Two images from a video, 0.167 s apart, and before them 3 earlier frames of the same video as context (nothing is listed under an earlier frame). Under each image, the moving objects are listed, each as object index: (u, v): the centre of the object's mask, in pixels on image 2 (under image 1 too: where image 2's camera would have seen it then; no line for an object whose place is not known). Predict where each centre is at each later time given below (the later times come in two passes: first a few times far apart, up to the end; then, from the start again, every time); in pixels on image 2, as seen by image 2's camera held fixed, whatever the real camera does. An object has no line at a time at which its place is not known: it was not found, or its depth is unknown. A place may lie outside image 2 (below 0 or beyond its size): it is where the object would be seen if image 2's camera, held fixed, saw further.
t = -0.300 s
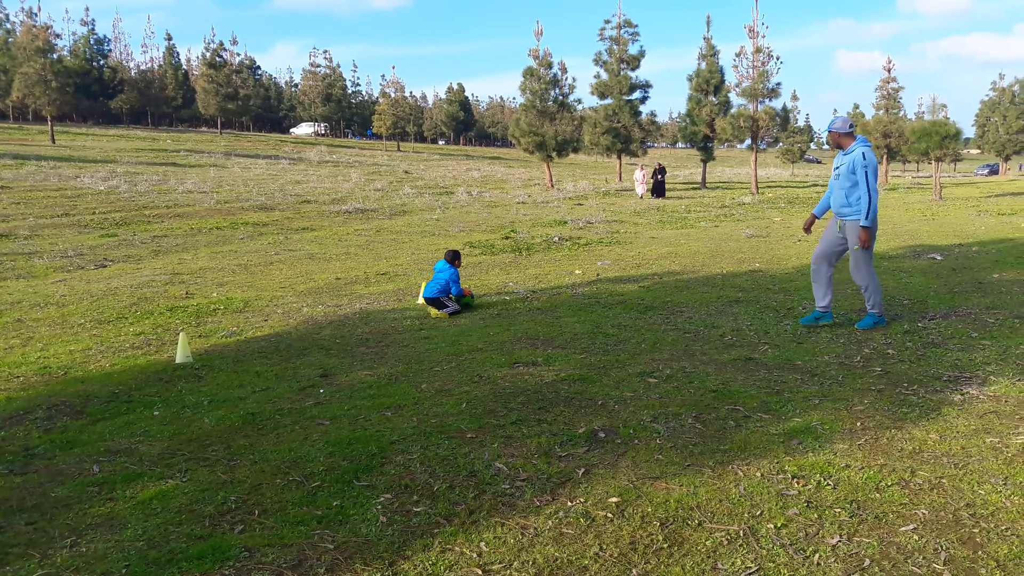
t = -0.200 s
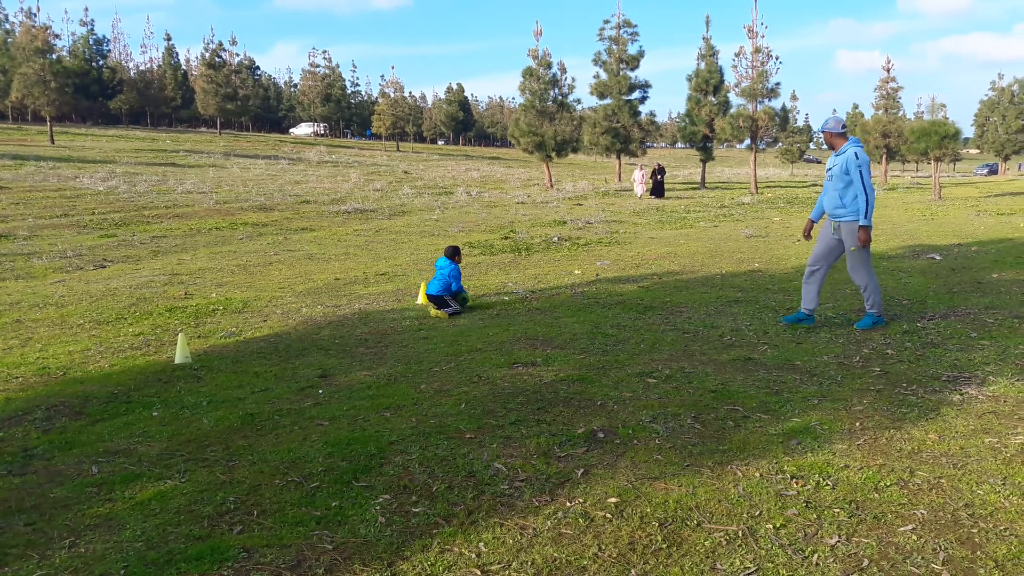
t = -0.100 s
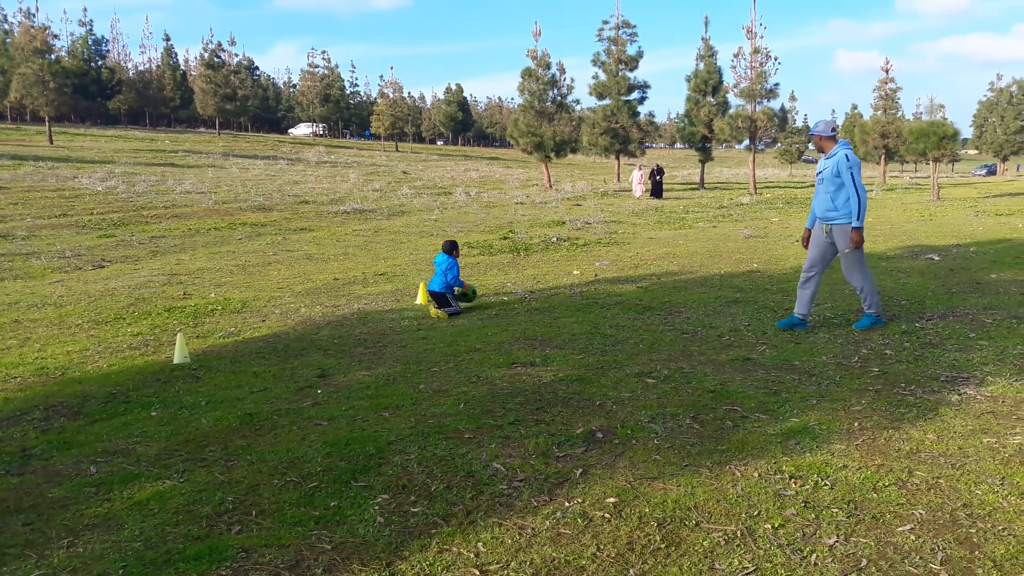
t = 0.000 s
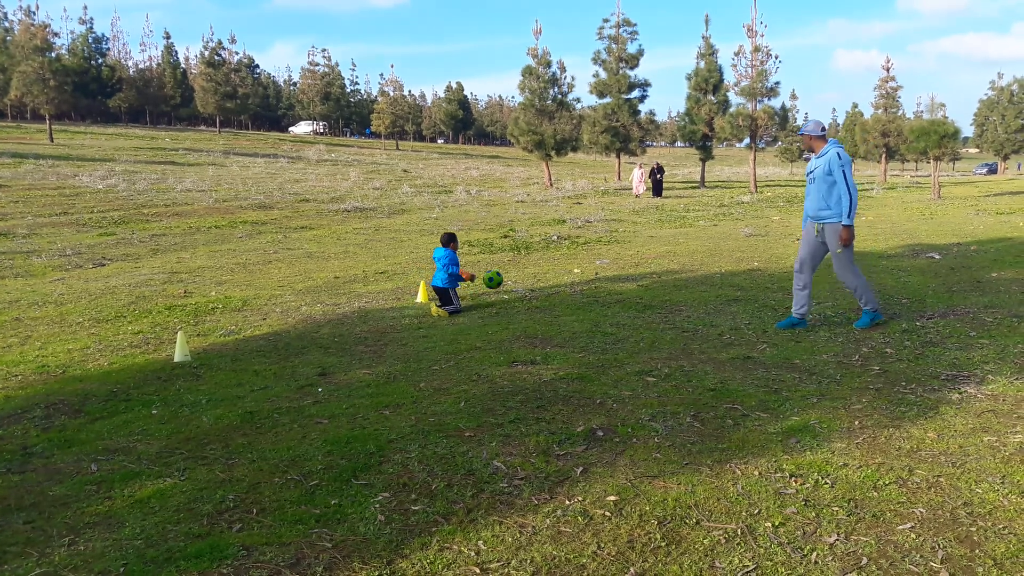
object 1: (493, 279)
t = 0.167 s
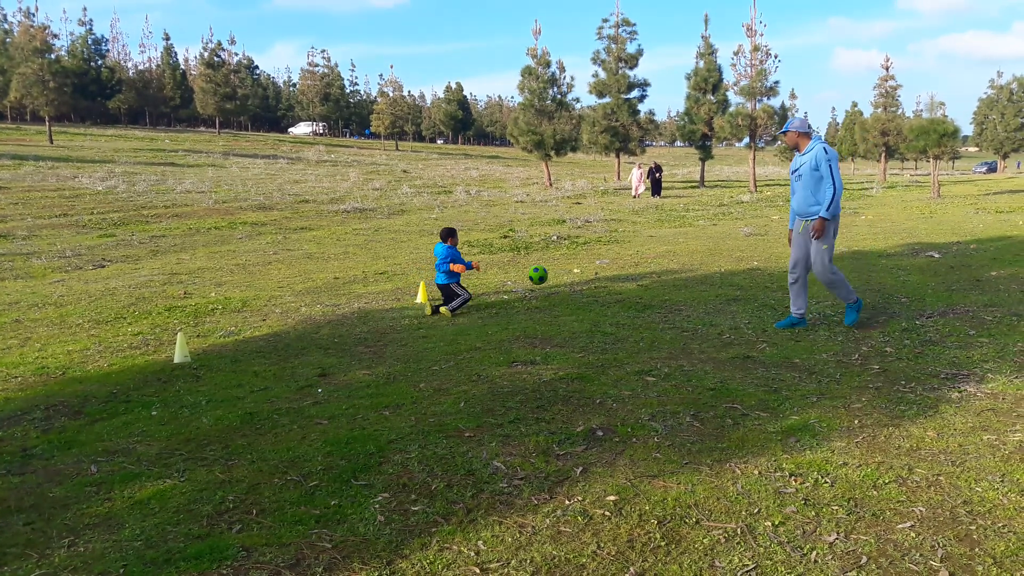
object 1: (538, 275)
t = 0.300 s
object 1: (575, 288)
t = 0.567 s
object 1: (619, 281)
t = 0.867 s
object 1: (657, 280)
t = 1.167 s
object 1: (693, 280)
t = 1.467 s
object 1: (725, 278)
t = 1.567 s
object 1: (736, 277)
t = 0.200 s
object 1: (547, 277)
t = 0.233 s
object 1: (556, 280)
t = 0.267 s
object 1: (566, 284)
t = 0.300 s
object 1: (575, 288)
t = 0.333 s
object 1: (582, 289)
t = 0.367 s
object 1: (588, 286)
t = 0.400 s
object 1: (593, 283)
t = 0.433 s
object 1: (598, 281)
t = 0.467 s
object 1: (603, 279)
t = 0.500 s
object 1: (608, 279)
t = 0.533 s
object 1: (613, 279)
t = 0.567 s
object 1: (619, 281)
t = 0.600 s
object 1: (624, 283)
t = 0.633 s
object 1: (630, 286)
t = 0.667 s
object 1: (634, 283)
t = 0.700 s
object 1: (638, 280)
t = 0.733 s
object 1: (642, 278)
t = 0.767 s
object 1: (646, 277)
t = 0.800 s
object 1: (650, 277)
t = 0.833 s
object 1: (654, 278)
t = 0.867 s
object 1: (657, 280)
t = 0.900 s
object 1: (661, 282)
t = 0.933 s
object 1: (665, 283)
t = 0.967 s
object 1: (669, 281)
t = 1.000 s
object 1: (673, 280)
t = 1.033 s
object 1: (677, 280)
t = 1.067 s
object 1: (681, 281)
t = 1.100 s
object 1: (685, 281)
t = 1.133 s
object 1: (690, 280)
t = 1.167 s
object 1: (693, 280)
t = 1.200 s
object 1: (697, 279)
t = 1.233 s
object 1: (700, 279)
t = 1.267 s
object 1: (704, 279)
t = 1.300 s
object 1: (708, 279)
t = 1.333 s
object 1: (711, 278)
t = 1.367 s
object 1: (715, 278)
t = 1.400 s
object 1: (718, 278)
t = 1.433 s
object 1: (722, 278)
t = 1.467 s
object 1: (725, 278)
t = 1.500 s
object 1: (730, 278)
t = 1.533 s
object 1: (733, 277)
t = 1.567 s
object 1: (736, 277)
